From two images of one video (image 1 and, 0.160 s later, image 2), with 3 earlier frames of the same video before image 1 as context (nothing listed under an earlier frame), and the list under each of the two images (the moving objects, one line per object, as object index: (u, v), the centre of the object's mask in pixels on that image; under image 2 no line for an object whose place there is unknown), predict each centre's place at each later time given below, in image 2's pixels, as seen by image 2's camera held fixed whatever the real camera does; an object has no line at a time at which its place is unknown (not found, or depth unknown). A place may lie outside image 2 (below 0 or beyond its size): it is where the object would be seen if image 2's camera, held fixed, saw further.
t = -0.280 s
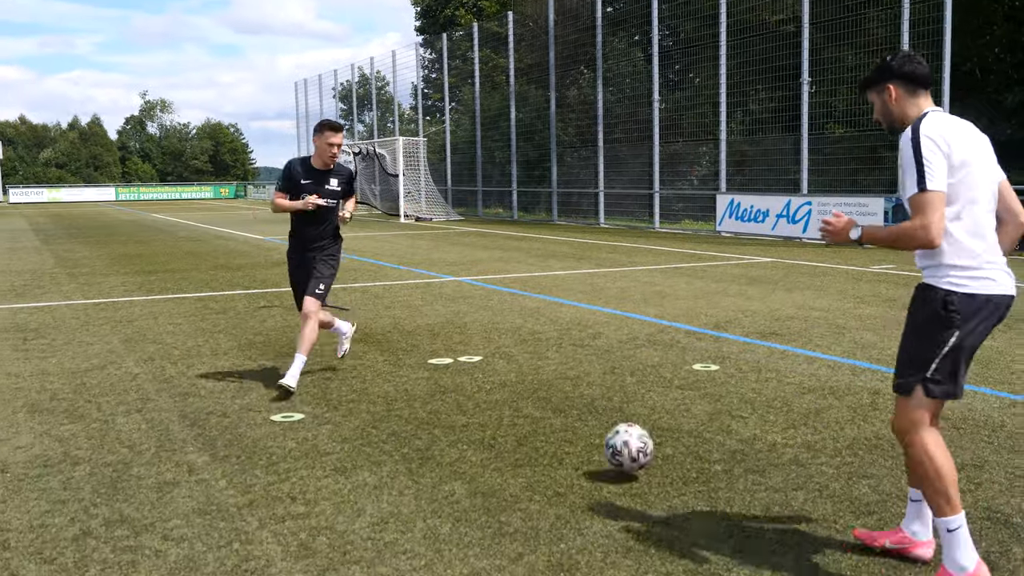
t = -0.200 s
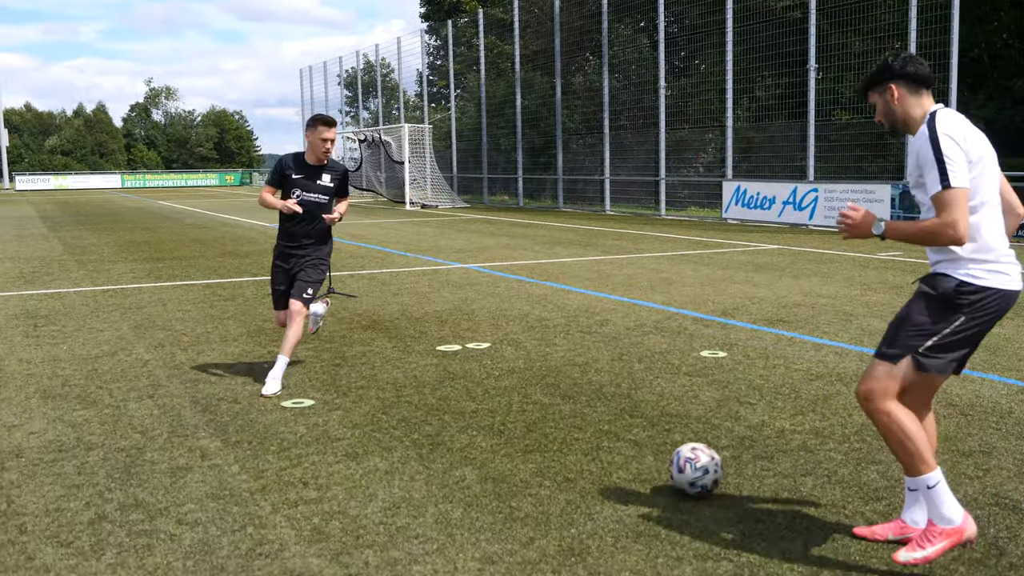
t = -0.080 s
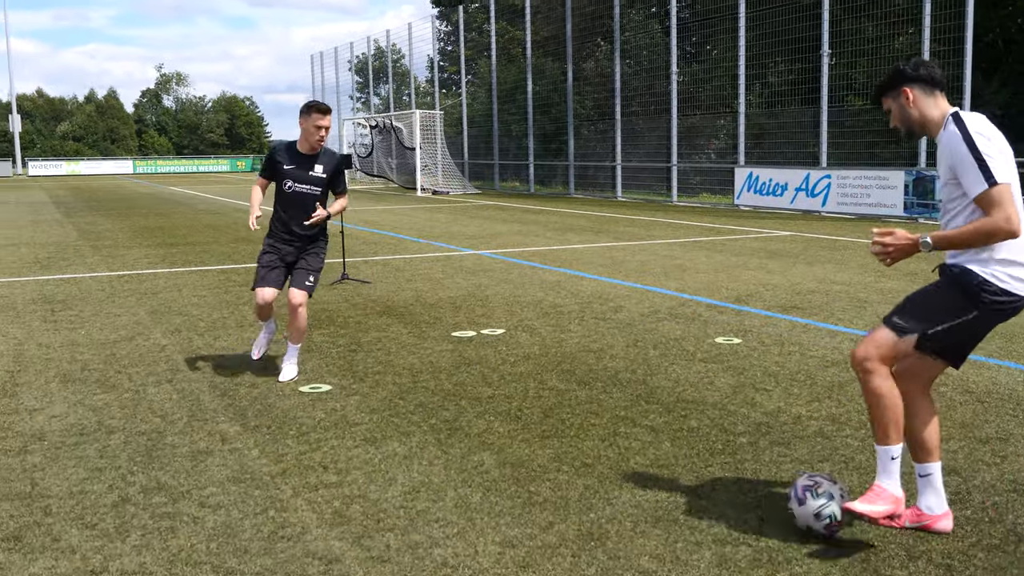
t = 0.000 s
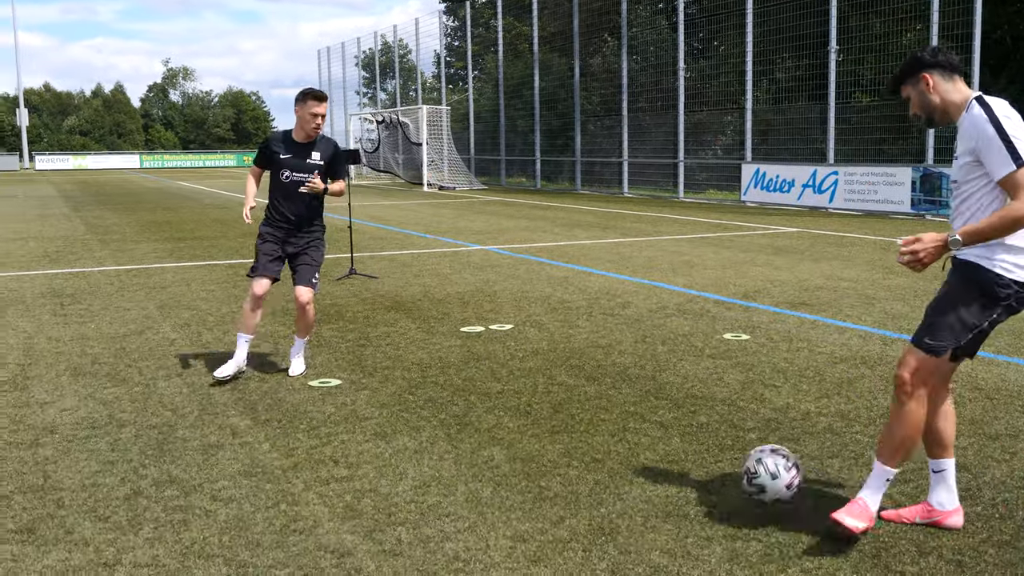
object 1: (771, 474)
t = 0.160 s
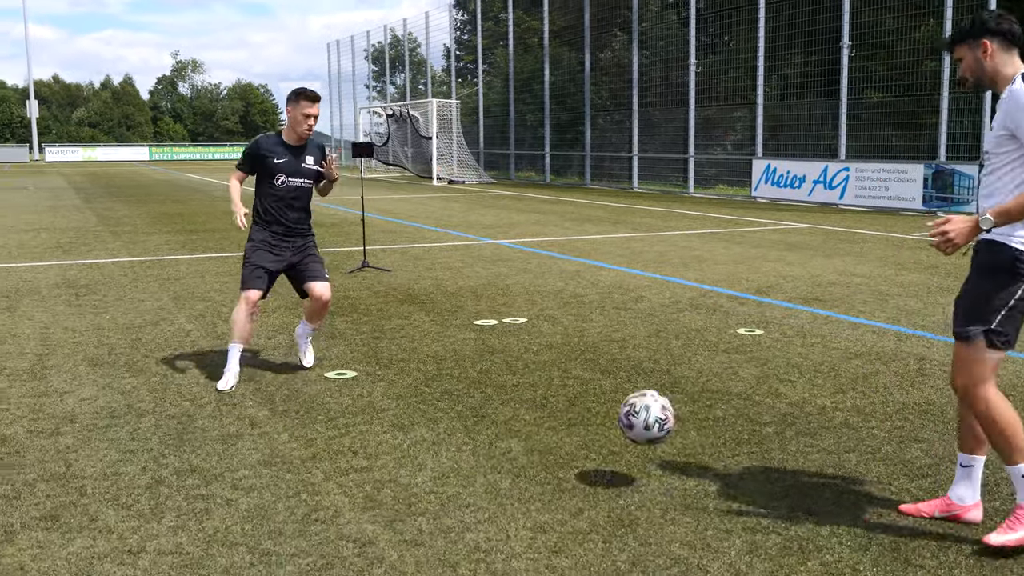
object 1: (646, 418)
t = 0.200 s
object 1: (614, 415)
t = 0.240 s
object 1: (583, 417)
